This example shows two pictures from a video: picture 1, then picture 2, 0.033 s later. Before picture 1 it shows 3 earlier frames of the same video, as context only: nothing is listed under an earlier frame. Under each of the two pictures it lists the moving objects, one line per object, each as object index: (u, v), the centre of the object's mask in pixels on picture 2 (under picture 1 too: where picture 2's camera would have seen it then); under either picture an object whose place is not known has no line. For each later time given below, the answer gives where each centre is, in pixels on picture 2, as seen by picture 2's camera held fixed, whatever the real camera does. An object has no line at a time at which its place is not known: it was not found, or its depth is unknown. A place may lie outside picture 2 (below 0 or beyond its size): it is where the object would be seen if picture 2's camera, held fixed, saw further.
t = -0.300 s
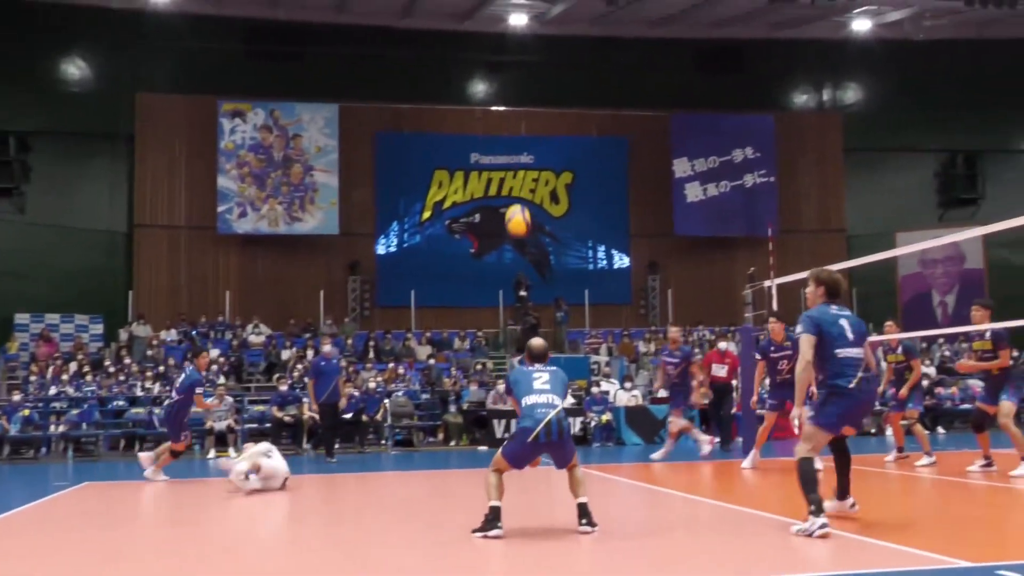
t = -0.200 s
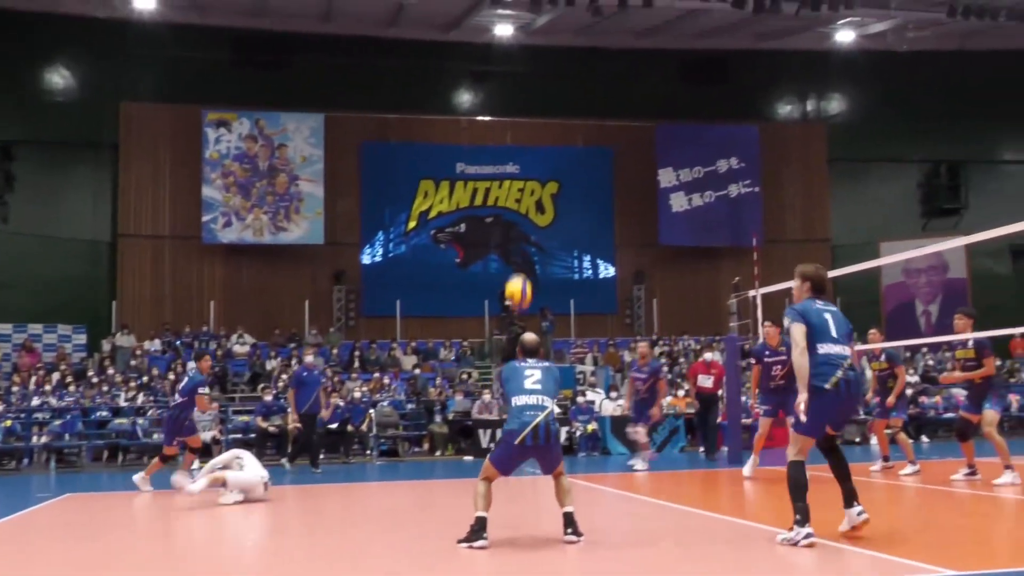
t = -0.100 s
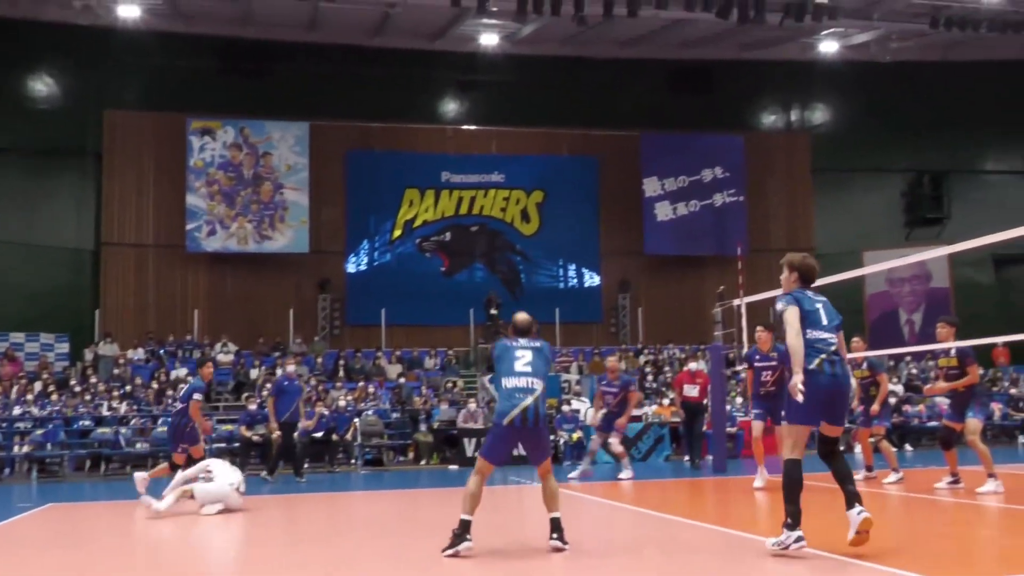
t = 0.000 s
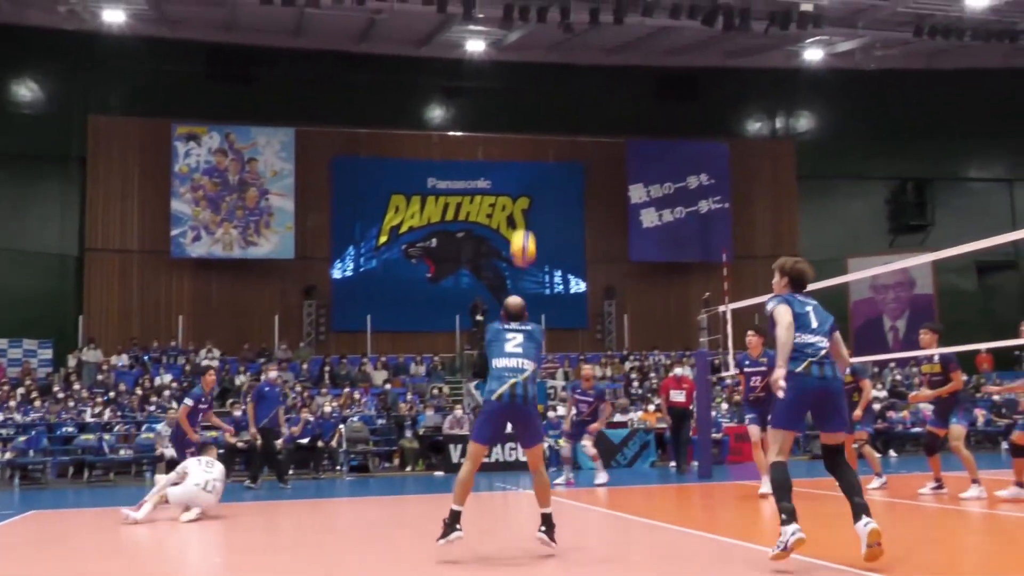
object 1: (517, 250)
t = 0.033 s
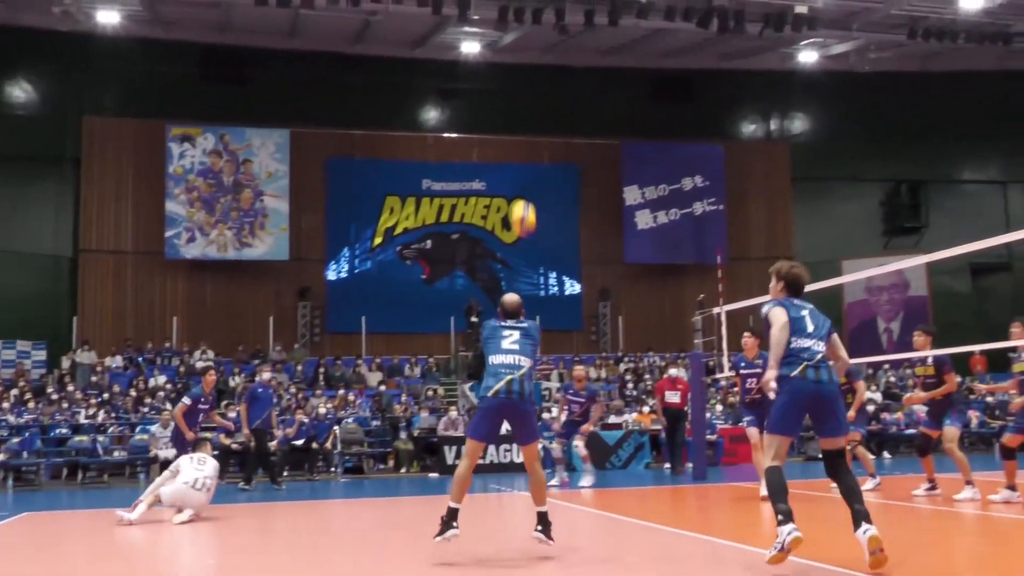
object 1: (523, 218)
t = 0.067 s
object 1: (529, 190)
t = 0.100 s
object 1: (534, 163)
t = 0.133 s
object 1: (541, 140)
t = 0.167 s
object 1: (544, 117)
